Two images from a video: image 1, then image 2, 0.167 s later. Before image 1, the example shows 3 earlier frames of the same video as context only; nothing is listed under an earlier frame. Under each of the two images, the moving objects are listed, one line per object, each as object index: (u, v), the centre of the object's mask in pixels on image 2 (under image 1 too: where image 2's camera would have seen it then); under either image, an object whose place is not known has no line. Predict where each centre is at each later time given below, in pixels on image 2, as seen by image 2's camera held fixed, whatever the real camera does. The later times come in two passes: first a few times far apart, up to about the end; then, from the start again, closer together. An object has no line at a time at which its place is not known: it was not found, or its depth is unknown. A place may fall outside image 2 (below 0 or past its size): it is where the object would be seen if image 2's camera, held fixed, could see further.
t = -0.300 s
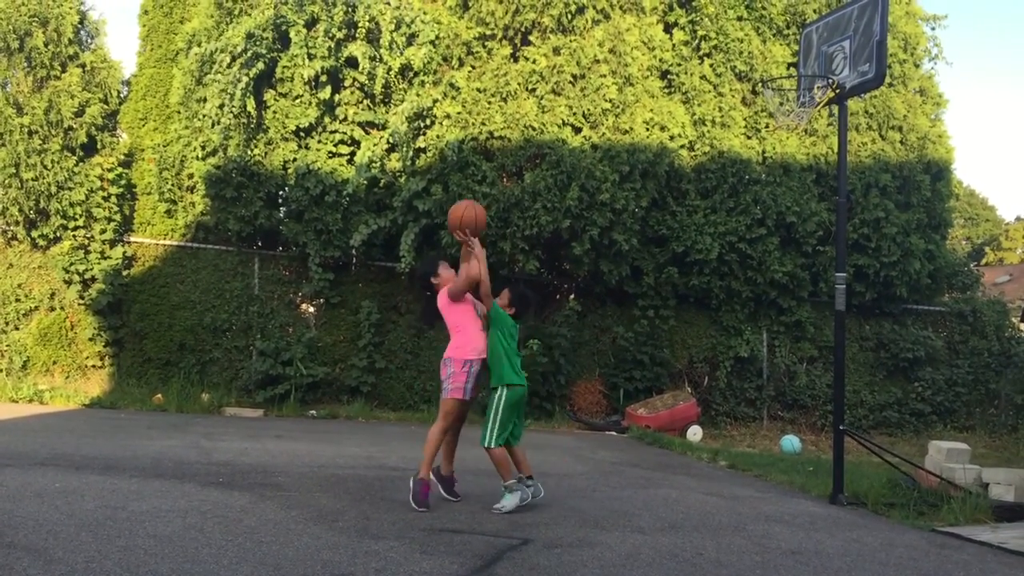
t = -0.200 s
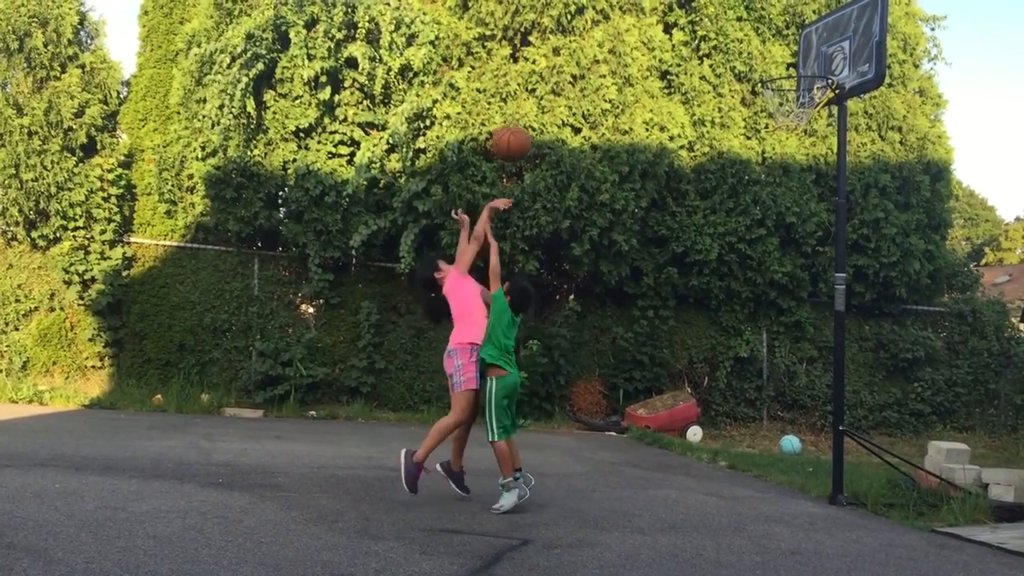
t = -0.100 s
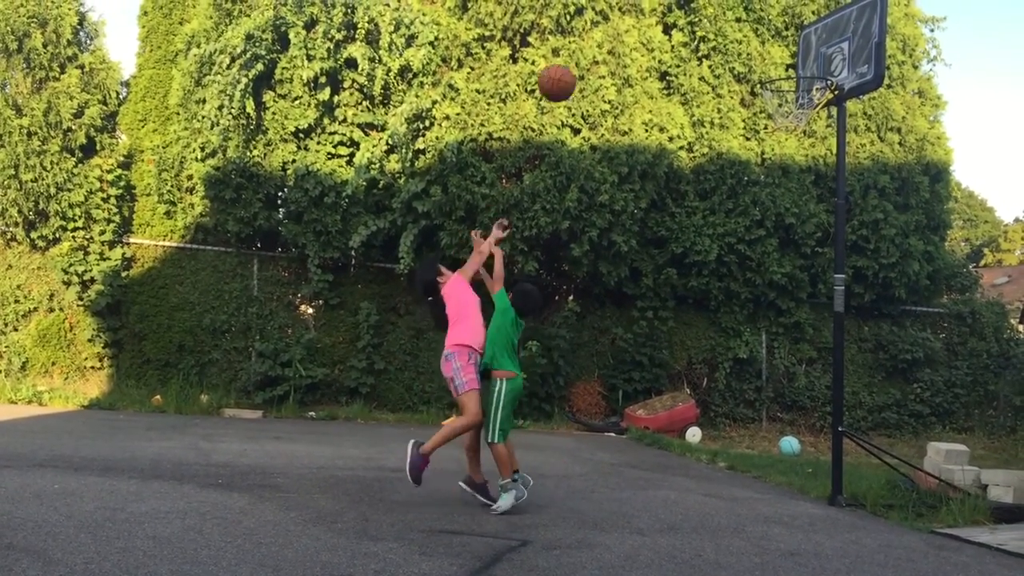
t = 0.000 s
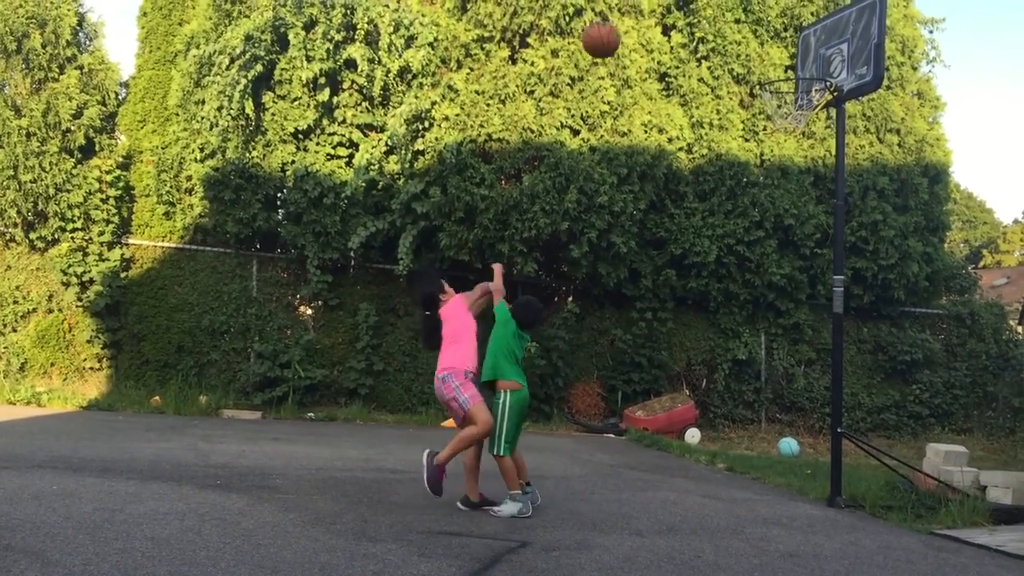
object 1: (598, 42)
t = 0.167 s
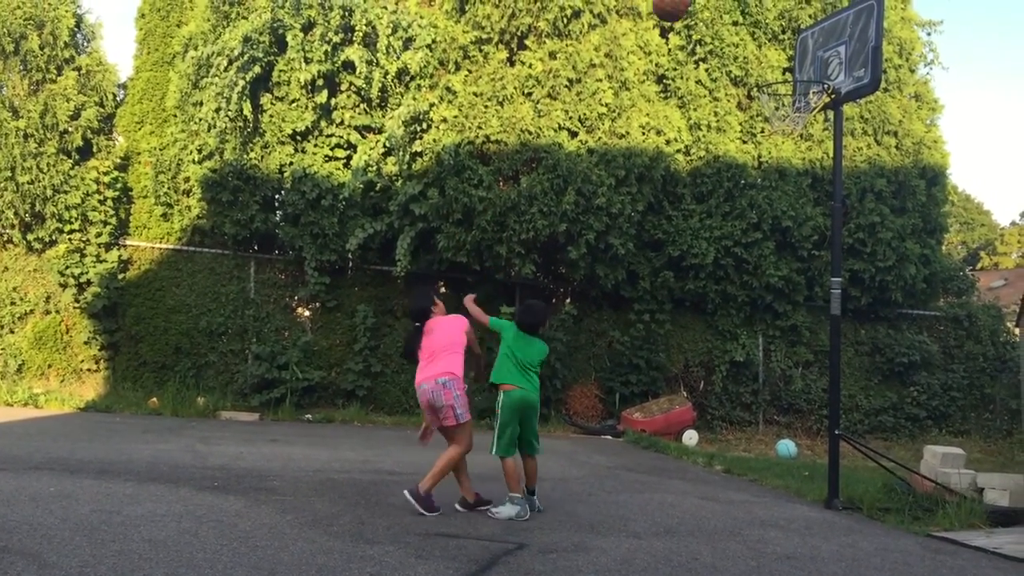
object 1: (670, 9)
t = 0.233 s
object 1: (697, 7)
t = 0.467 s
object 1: (791, 37)
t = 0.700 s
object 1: (822, 34)
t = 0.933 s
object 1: (817, 35)
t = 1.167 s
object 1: (799, 83)
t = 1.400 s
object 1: (770, 117)
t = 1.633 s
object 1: (786, 139)
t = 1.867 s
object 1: (782, 162)
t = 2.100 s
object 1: (762, 242)
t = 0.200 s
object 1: (684, 8)
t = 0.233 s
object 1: (697, 7)
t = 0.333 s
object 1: (739, 9)
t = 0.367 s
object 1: (752, 12)
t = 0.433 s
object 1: (779, 27)
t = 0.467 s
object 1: (791, 37)
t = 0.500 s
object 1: (805, 49)
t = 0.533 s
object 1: (817, 62)
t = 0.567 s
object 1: (826, 67)
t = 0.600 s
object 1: (825, 57)
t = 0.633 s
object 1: (824, 48)
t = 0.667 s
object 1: (823, 40)
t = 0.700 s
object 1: (822, 34)
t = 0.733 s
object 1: (822, 30)
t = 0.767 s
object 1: (821, 28)
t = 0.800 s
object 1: (821, 27)
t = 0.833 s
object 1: (820, 27)
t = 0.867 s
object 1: (819, 28)
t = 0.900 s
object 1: (818, 30)
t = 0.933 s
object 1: (817, 35)
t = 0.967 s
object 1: (817, 41)
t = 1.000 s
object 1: (815, 49)
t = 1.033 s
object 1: (815, 59)
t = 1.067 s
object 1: (815, 70)
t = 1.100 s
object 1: (811, 78)
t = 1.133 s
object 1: (805, 79)
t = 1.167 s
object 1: (799, 83)
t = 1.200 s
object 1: (793, 89)
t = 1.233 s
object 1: (785, 96)
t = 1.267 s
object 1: (778, 103)
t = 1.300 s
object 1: (772, 112)
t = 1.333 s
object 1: (769, 116)
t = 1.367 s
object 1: (769, 117)
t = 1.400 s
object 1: (770, 117)
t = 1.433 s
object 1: (772, 119)
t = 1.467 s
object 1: (774, 122)
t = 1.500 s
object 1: (777, 126)
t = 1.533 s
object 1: (780, 130)
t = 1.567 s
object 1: (783, 135)
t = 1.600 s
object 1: (785, 137)
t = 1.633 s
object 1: (786, 139)
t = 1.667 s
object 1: (788, 142)
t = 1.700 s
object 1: (789, 145)
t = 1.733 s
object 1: (789, 148)
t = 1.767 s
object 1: (788, 150)
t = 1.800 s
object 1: (787, 153)
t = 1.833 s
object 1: (785, 157)
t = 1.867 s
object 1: (782, 162)
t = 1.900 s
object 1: (779, 169)
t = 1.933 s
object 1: (777, 177)
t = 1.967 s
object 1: (773, 187)
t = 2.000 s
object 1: (771, 198)
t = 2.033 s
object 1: (767, 212)
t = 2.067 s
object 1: (765, 226)
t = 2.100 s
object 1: (762, 242)
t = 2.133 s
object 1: (759, 261)
